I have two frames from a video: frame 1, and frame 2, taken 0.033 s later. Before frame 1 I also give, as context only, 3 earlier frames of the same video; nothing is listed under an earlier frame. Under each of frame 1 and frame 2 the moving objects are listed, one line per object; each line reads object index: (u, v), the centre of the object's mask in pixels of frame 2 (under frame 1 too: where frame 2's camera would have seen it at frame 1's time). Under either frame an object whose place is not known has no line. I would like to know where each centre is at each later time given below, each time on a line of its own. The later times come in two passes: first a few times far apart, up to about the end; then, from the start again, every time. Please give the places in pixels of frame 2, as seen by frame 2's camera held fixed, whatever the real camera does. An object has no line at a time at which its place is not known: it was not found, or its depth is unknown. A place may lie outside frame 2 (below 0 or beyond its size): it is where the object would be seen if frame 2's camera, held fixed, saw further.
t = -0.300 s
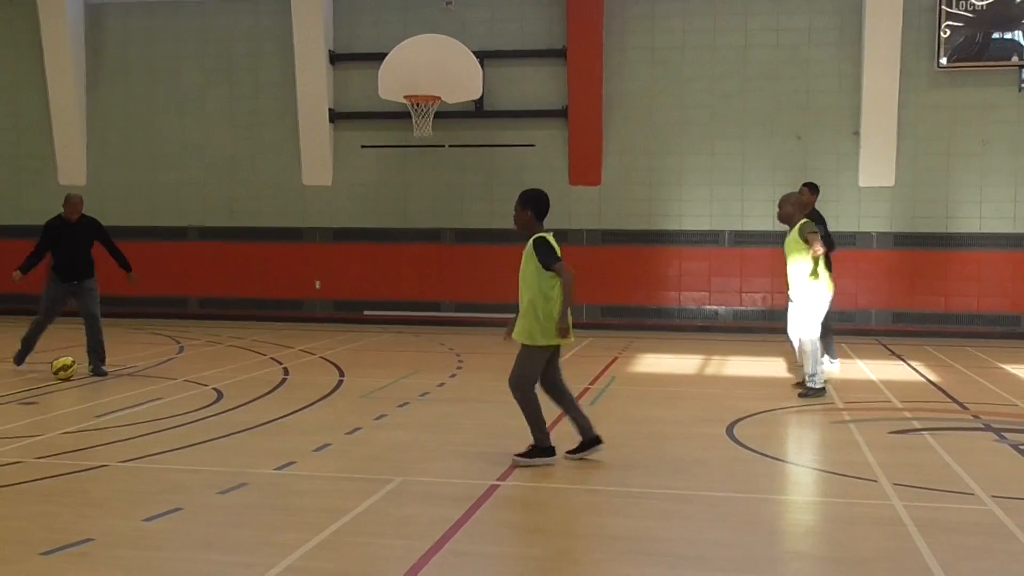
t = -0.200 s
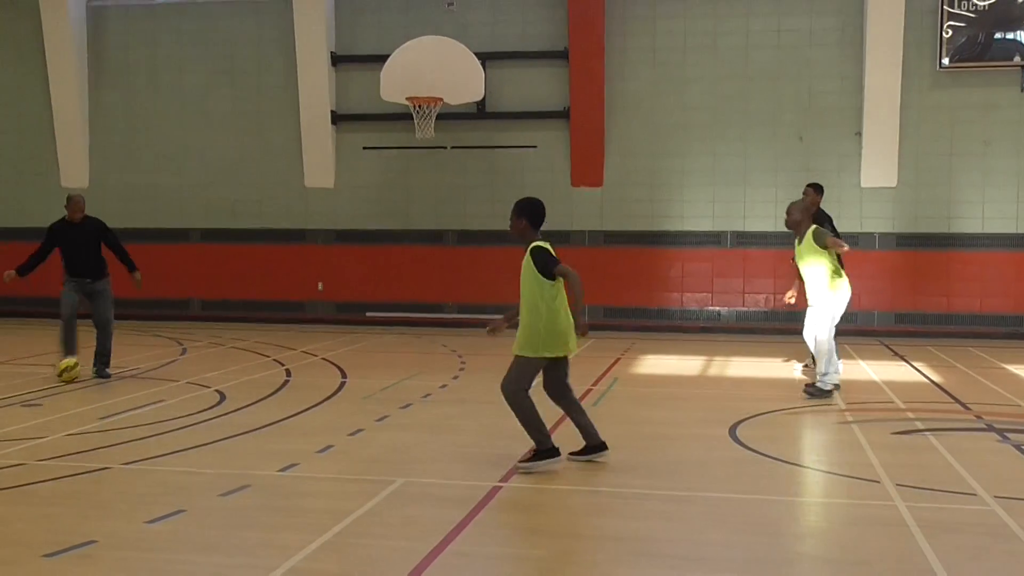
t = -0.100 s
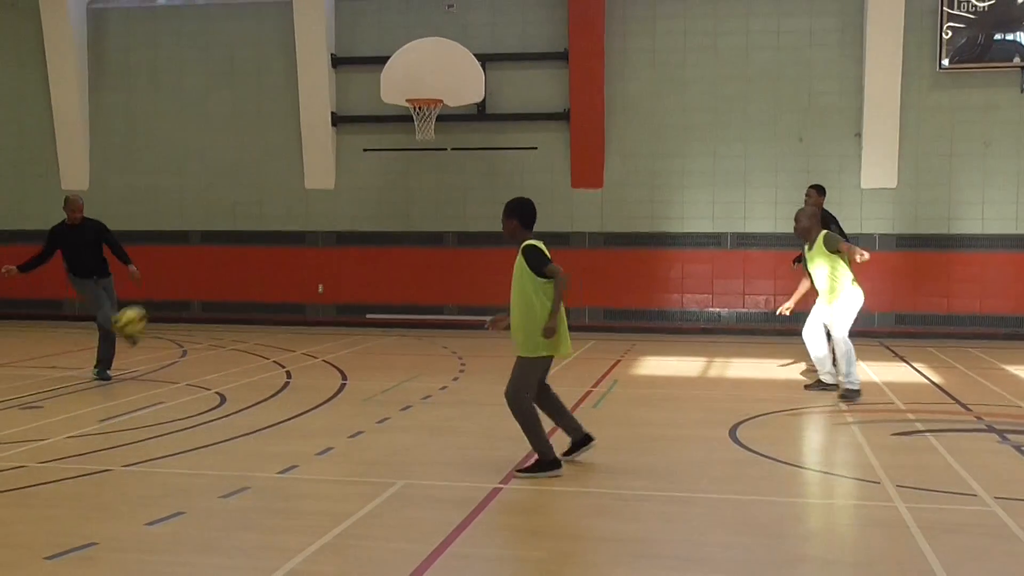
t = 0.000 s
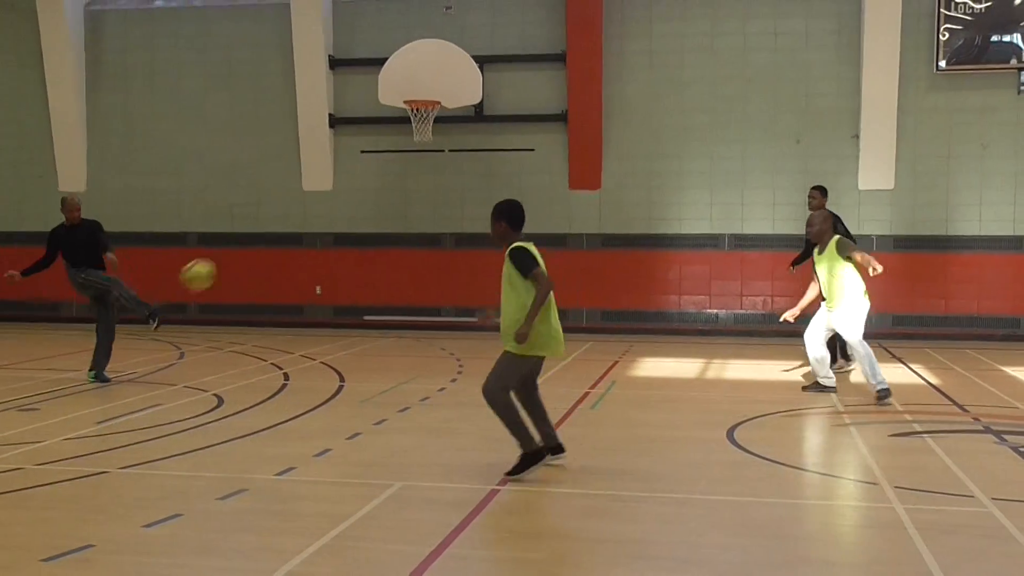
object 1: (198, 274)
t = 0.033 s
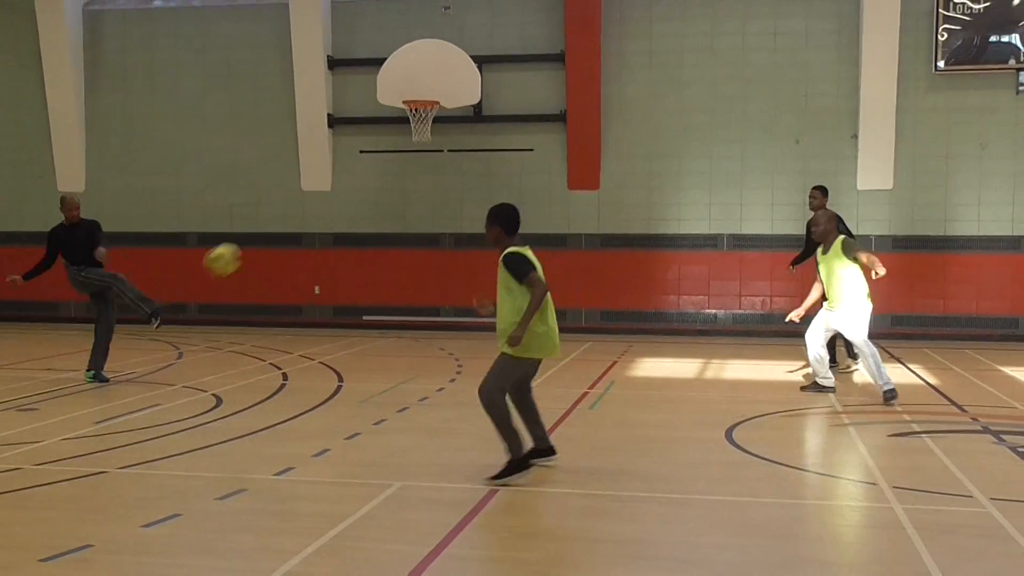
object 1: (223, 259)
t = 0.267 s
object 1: (451, 169)
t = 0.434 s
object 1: (688, 128)
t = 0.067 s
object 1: (249, 246)
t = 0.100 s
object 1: (278, 233)
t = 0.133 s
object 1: (310, 218)
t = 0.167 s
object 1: (342, 204)
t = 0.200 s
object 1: (376, 190)
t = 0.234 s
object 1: (413, 180)
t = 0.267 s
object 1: (451, 169)
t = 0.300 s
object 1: (495, 158)
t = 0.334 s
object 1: (540, 150)
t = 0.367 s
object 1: (583, 142)
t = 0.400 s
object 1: (633, 134)
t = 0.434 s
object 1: (688, 128)
